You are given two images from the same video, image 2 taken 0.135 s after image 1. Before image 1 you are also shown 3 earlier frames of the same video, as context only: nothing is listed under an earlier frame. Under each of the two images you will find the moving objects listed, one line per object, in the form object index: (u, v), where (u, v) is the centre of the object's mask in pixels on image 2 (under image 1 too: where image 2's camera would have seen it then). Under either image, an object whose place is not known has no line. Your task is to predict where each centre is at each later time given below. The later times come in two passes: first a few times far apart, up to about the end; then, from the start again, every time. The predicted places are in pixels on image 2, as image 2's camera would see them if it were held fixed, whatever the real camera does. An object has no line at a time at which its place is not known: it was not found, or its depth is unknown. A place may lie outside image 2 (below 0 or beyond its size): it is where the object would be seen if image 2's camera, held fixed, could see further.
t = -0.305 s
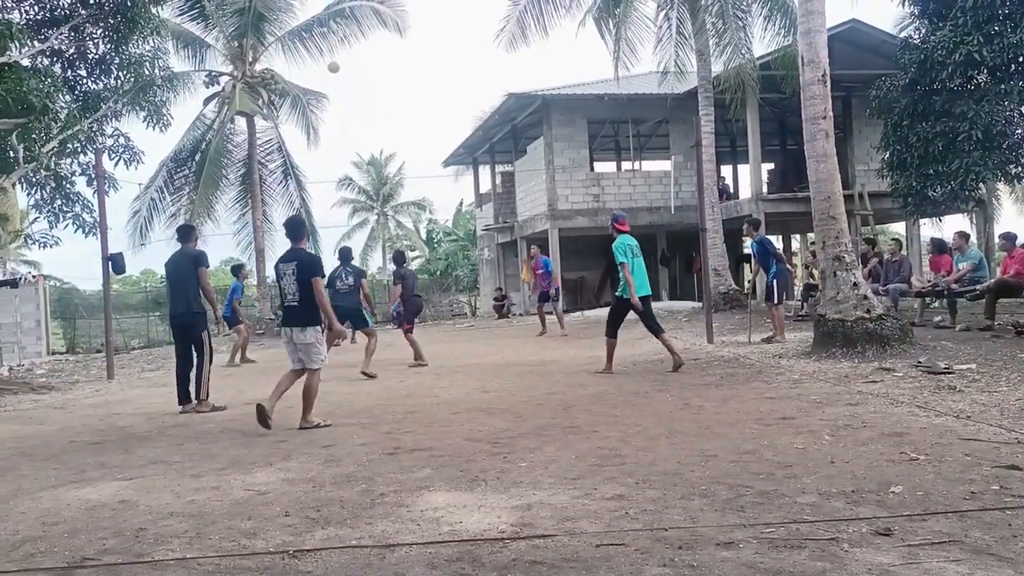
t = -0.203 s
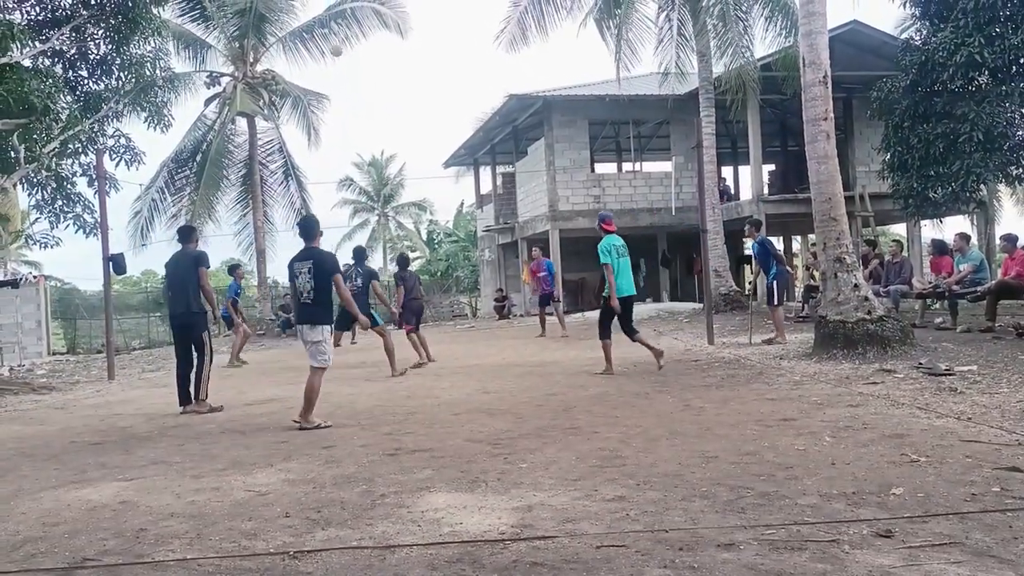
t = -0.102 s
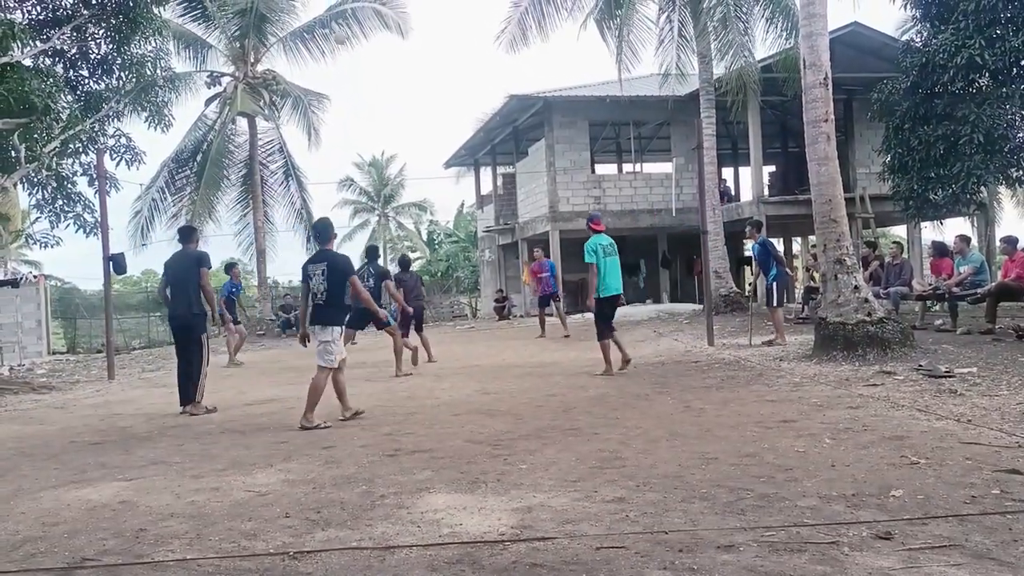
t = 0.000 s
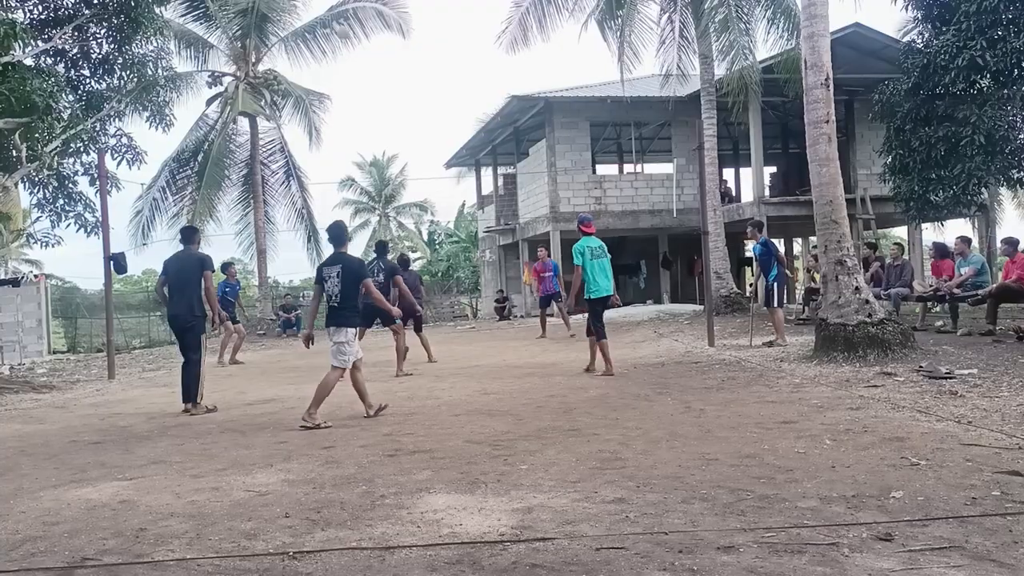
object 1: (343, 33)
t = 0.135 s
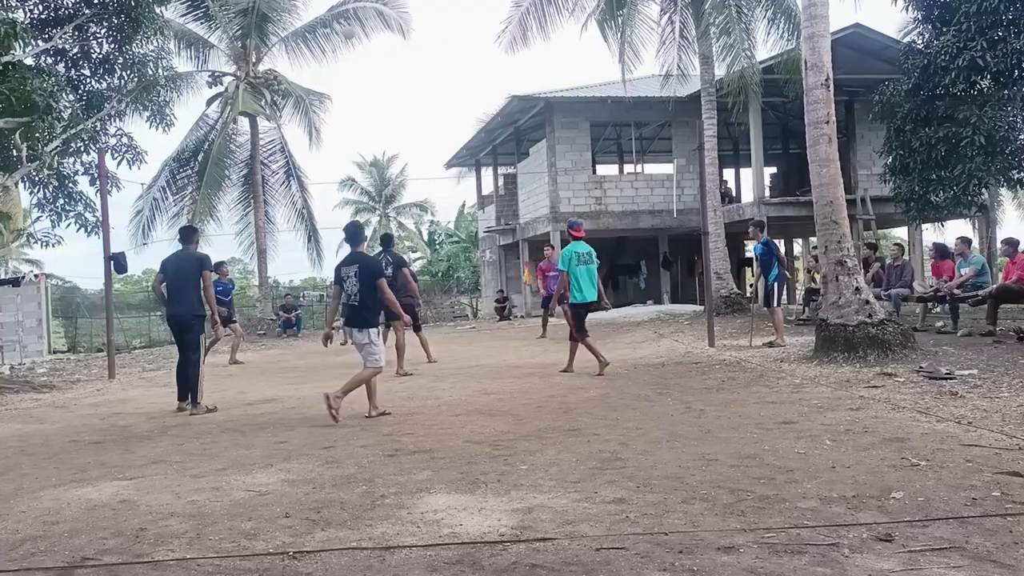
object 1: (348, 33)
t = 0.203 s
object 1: (351, 37)
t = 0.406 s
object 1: (359, 68)
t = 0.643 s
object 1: (371, 136)
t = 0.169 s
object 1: (349, 35)
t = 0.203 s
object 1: (351, 37)
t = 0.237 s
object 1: (352, 41)
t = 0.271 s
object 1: (353, 45)
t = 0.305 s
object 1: (355, 49)
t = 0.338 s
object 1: (356, 54)
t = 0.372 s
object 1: (357, 60)
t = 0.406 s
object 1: (359, 68)
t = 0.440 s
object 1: (361, 75)
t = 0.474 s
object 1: (362, 84)
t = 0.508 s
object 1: (364, 93)
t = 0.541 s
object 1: (366, 102)
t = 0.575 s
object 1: (368, 113)
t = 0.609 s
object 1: (370, 124)
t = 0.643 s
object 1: (371, 136)
